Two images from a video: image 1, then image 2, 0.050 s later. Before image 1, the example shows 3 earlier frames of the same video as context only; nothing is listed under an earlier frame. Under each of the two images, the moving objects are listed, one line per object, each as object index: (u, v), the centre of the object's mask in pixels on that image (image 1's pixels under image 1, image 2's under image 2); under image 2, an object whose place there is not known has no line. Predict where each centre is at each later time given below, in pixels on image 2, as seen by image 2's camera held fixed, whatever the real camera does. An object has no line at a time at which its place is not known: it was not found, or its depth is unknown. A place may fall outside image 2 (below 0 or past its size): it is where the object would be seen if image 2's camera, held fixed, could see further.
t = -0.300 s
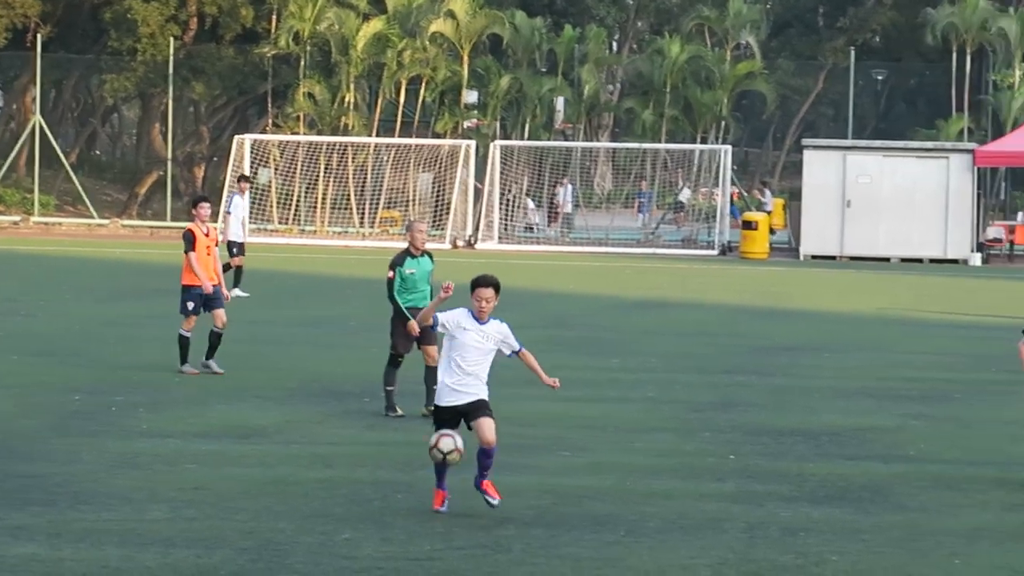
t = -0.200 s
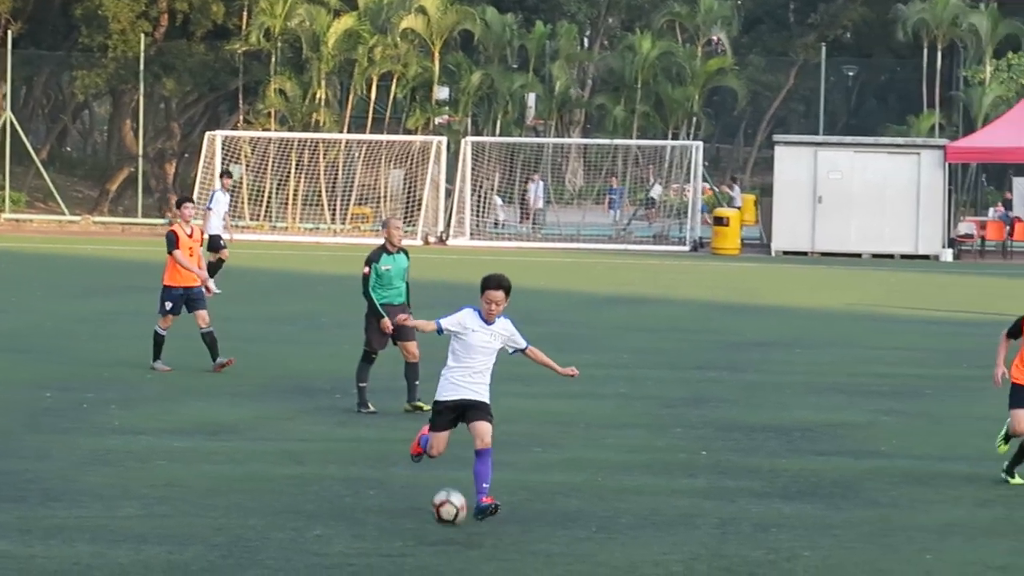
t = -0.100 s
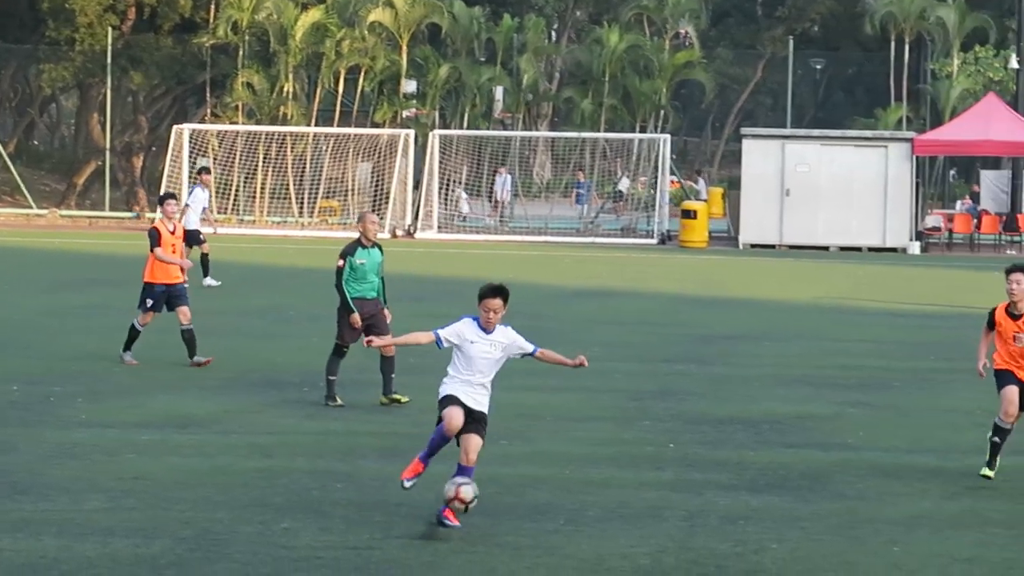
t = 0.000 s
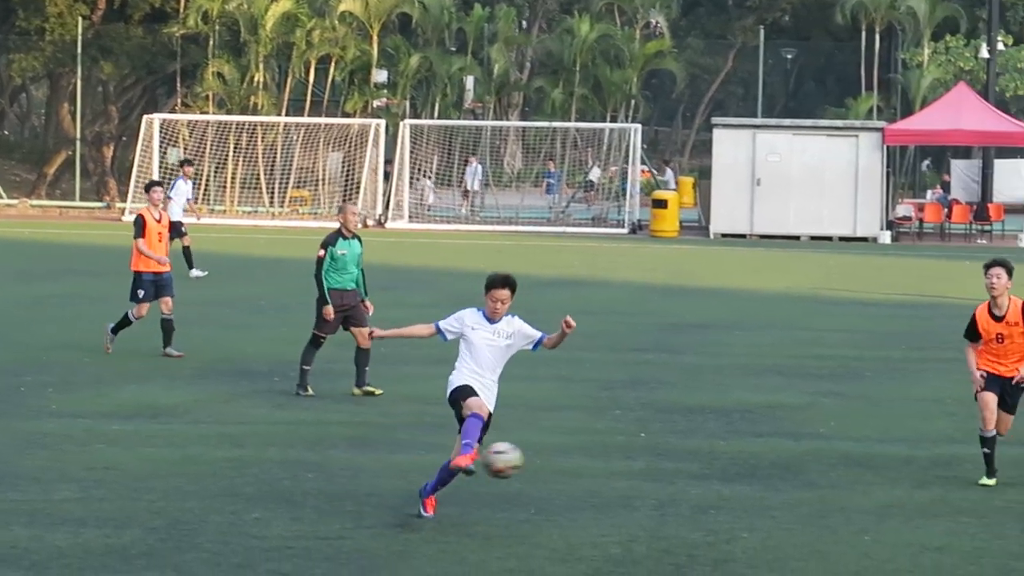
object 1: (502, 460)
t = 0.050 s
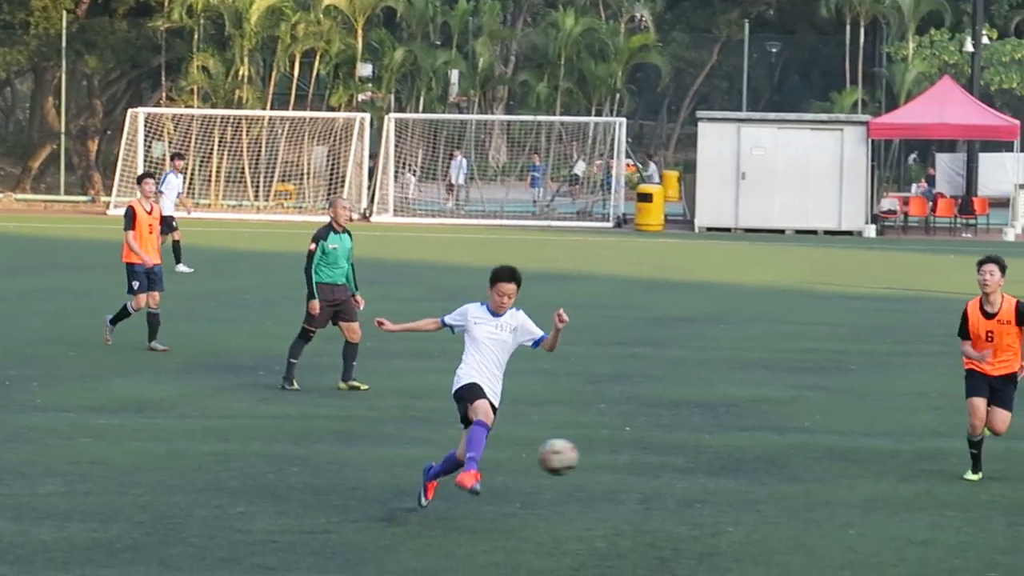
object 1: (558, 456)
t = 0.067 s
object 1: (583, 458)
